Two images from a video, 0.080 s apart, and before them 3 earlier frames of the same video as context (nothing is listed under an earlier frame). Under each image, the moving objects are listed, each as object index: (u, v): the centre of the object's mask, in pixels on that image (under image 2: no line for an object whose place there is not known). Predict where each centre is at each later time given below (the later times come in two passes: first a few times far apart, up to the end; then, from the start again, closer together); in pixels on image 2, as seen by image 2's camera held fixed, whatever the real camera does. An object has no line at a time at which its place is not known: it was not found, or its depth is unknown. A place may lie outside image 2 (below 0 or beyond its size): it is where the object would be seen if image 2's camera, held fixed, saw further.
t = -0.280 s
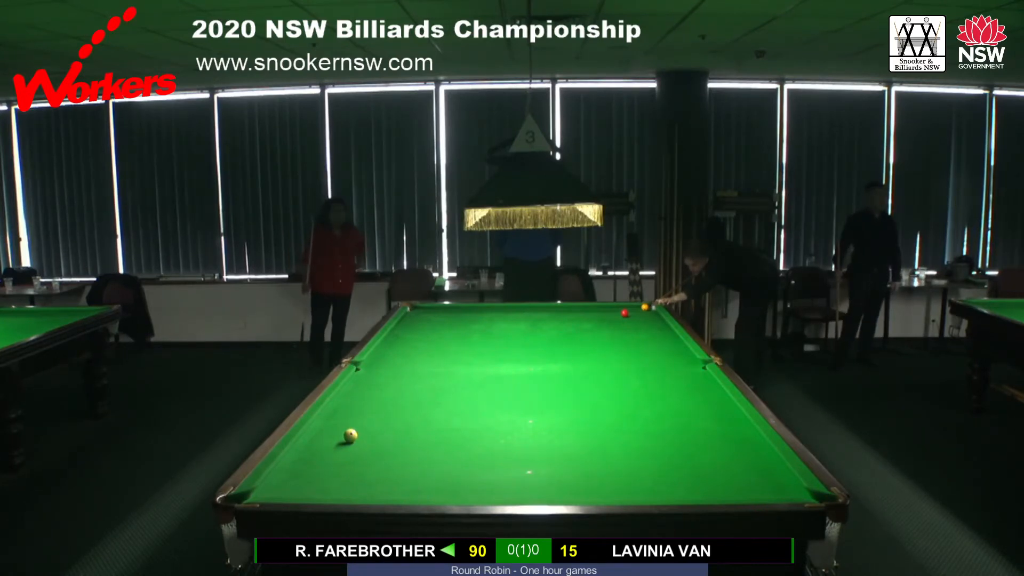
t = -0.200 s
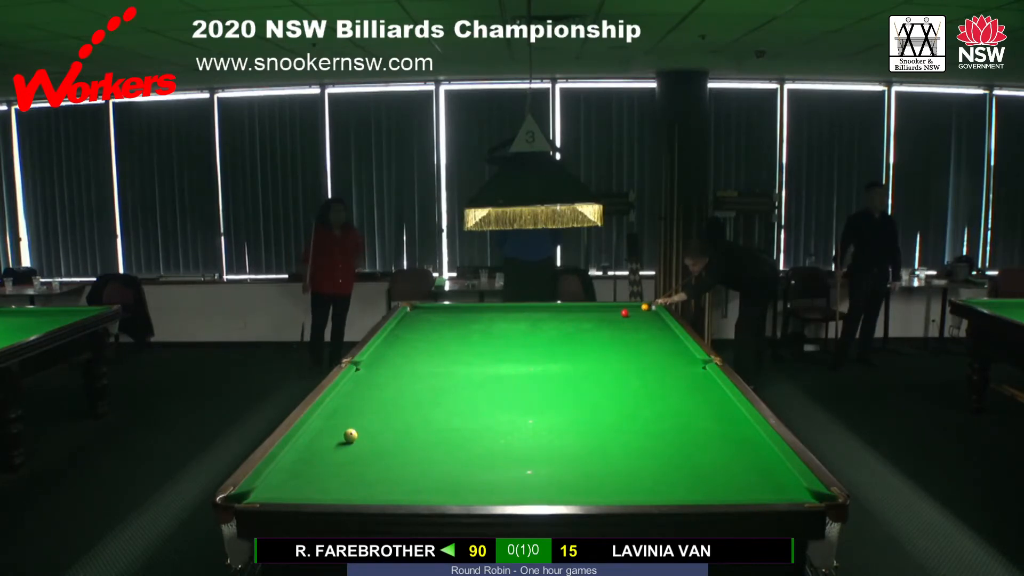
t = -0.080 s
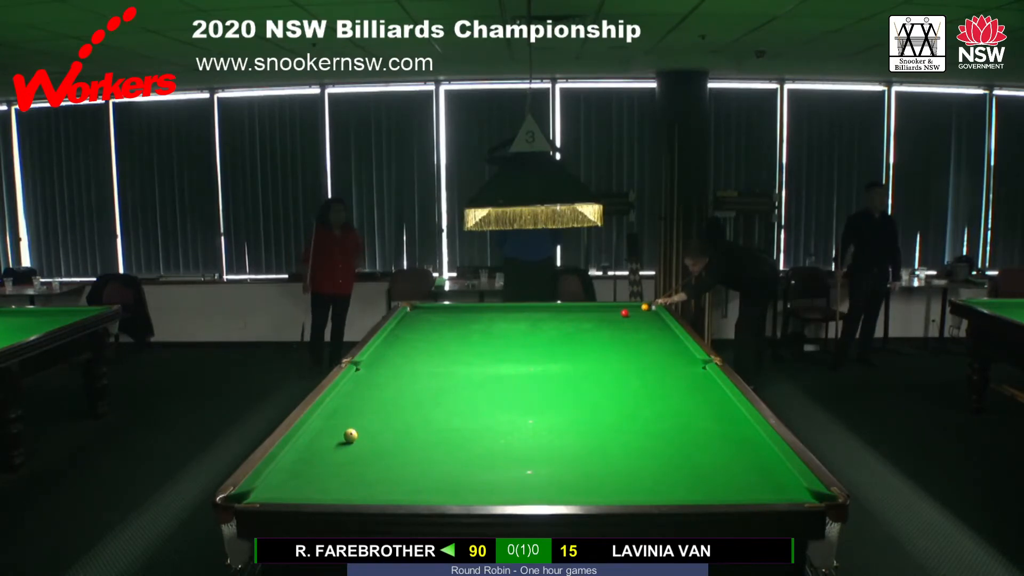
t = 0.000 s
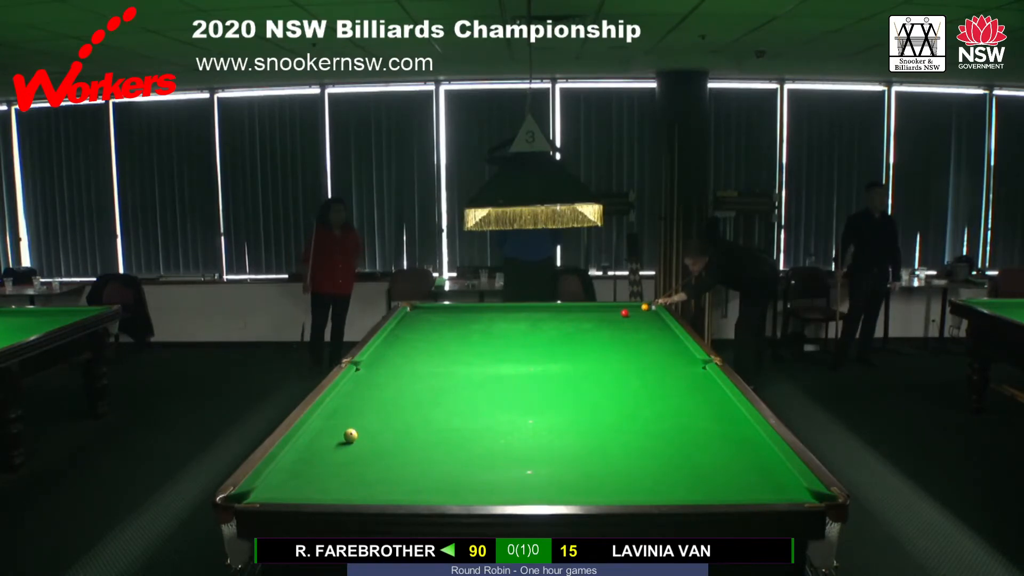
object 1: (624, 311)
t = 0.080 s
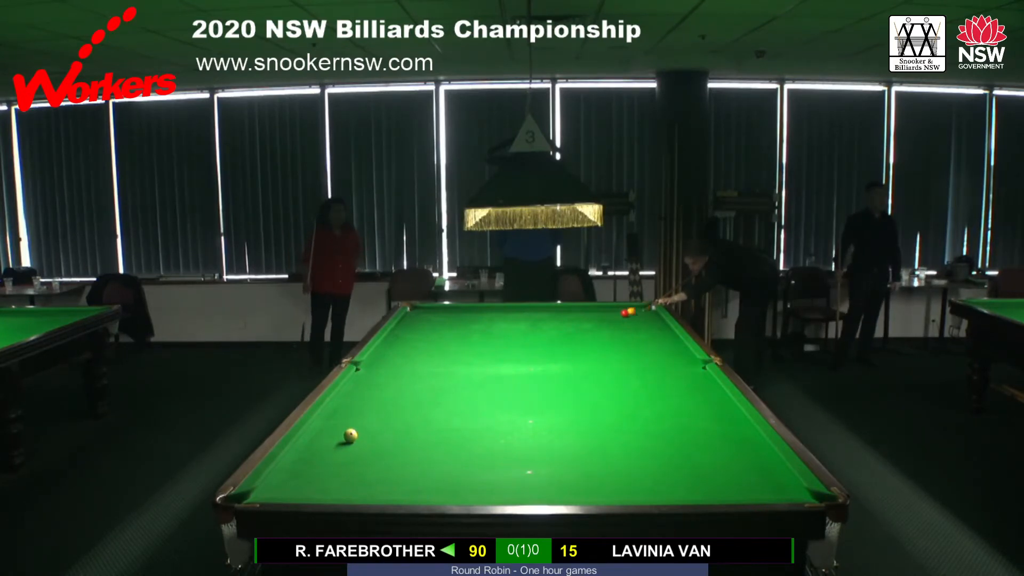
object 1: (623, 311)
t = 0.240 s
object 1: (595, 320)
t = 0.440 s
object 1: (558, 331)
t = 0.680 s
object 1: (509, 345)
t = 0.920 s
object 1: (453, 361)
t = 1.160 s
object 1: (389, 379)
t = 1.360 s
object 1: (349, 395)
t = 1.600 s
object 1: (375, 411)
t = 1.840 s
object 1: (403, 431)
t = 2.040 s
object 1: (429, 448)
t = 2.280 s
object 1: (465, 473)
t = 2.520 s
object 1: (507, 495)
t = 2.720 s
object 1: (545, 483)
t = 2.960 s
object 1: (585, 464)
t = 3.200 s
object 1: (619, 448)
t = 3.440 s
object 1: (649, 434)
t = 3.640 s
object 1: (671, 423)
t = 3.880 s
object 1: (695, 412)
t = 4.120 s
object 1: (716, 402)
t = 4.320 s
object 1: (716, 395)
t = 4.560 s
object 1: (695, 389)
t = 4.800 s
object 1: (674, 383)
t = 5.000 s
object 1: (659, 379)
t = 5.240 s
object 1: (643, 375)
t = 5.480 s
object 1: (628, 370)
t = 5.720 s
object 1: (615, 366)
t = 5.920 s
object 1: (605, 364)
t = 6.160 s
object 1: (594, 360)
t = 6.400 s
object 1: (584, 358)
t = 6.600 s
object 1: (577, 355)
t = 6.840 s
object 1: (569, 353)
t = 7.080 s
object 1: (562, 351)
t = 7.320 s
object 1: (556, 349)
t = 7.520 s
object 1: (551, 348)
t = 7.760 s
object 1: (547, 347)
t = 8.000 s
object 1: (542, 345)
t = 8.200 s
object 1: (539, 344)
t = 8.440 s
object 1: (536, 343)
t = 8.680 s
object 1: (534, 342)
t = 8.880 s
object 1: (532, 342)
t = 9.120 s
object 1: (531, 342)
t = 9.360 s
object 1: (530, 342)
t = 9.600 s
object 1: (530, 342)
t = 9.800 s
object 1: (530, 342)
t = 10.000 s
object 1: (530, 342)
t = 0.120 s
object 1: (618, 312)
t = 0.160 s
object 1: (612, 314)
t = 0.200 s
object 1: (602, 317)
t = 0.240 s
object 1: (595, 320)
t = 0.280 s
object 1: (588, 323)
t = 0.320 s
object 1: (580, 325)
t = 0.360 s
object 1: (573, 327)
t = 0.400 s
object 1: (566, 329)
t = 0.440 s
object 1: (558, 331)
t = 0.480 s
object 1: (550, 333)
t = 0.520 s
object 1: (543, 336)
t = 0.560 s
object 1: (535, 338)
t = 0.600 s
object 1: (526, 340)
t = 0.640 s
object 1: (518, 343)
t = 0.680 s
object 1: (509, 345)
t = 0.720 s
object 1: (501, 348)
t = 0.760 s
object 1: (492, 350)
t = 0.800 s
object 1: (482, 353)
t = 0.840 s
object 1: (473, 356)
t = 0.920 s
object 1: (453, 361)
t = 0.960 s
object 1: (443, 364)
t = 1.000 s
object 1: (433, 367)
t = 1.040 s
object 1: (422, 370)
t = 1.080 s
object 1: (411, 373)
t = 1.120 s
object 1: (400, 376)
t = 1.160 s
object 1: (389, 379)
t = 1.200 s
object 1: (377, 383)
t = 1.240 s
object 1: (365, 386)
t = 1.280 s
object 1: (352, 389)
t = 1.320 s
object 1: (343, 393)
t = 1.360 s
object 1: (349, 395)
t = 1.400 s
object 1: (354, 398)
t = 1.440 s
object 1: (358, 400)
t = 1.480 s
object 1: (362, 403)
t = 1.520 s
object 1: (367, 406)
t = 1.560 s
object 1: (371, 409)
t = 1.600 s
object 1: (375, 411)
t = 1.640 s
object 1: (380, 414)
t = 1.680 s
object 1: (384, 417)
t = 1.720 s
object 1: (389, 421)
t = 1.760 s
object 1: (393, 424)
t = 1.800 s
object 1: (398, 427)
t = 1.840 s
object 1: (403, 431)
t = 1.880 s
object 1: (408, 434)
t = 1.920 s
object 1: (413, 437)
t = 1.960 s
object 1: (418, 441)
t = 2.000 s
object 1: (423, 445)
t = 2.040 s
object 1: (429, 448)
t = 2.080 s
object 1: (435, 452)
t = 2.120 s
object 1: (440, 456)
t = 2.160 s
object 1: (446, 460)
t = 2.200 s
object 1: (453, 464)
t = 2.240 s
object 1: (459, 468)
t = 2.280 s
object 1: (465, 473)
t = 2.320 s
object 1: (472, 477)
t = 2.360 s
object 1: (478, 482)
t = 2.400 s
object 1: (485, 486)
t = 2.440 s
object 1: (492, 490)
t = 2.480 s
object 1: (500, 493)
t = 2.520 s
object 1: (507, 495)
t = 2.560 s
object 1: (515, 493)
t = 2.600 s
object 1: (523, 491)
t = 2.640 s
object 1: (531, 489)
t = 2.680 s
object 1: (538, 486)
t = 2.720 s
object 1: (545, 483)
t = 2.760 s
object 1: (553, 479)
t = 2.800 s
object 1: (559, 476)
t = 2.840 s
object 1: (566, 473)
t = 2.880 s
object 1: (572, 470)
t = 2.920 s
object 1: (579, 467)
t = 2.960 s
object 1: (585, 464)
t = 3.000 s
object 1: (591, 461)
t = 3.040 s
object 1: (597, 458)
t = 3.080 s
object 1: (603, 456)
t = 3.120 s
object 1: (608, 453)
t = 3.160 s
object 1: (614, 451)
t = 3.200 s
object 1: (619, 448)
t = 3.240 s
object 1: (624, 446)
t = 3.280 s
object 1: (629, 443)
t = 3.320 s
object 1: (635, 441)
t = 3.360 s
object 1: (639, 438)
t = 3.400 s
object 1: (644, 436)
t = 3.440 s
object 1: (649, 434)
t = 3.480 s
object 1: (653, 432)
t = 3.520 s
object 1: (658, 429)
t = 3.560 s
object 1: (662, 427)
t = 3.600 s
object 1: (667, 425)
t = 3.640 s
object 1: (671, 423)
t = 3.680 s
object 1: (675, 421)
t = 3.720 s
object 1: (679, 419)
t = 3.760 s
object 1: (683, 417)
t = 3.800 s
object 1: (687, 416)
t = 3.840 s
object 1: (691, 414)
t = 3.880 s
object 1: (695, 412)
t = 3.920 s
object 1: (698, 410)
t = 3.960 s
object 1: (702, 409)
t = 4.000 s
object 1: (706, 407)
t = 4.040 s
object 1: (709, 405)
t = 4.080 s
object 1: (713, 404)
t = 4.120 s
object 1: (716, 402)
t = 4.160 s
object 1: (719, 400)
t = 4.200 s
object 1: (722, 399)
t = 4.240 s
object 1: (725, 398)
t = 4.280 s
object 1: (721, 397)
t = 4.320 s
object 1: (716, 395)
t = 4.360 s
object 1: (713, 394)
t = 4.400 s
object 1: (709, 393)
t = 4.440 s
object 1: (705, 392)
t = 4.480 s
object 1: (702, 391)
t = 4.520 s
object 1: (698, 390)
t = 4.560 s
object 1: (695, 389)
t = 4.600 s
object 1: (691, 388)
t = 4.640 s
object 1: (687, 387)
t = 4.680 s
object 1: (684, 386)
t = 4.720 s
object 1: (681, 385)
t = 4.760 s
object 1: (678, 384)
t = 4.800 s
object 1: (674, 383)
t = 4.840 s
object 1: (671, 382)
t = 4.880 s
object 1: (668, 382)
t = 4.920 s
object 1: (665, 381)
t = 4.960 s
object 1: (662, 380)
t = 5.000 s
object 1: (659, 379)
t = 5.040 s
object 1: (656, 378)
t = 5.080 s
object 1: (654, 378)
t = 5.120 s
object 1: (651, 377)
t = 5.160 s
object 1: (648, 376)
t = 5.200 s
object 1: (645, 375)
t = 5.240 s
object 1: (643, 375)
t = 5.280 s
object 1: (641, 374)
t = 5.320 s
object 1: (638, 373)
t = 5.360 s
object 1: (635, 372)
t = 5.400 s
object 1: (633, 372)
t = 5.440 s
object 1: (631, 371)
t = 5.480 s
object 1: (628, 370)
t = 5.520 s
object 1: (626, 370)
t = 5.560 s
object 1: (624, 369)
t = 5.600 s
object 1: (621, 369)
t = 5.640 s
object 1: (619, 368)
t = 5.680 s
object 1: (617, 367)
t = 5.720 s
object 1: (615, 366)
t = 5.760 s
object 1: (613, 366)
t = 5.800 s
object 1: (611, 365)
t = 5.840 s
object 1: (609, 365)
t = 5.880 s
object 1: (607, 364)
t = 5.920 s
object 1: (605, 364)
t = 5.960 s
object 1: (603, 363)
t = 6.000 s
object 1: (601, 363)
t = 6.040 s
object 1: (599, 362)
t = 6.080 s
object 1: (597, 361)
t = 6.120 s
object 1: (596, 361)
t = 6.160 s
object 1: (594, 360)
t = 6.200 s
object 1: (592, 360)
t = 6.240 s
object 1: (591, 360)
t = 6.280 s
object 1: (589, 359)
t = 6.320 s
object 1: (588, 359)
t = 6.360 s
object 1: (586, 358)
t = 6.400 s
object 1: (584, 358)
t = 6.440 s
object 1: (583, 357)
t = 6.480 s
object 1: (582, 357)
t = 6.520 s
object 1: (580, 356)
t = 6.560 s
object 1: (579, 356)
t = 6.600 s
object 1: (577, 355)
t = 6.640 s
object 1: (576, 355)
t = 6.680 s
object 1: (574, 354)
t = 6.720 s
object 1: (573, 354)
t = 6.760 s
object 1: (572, 354)
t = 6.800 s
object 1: (570, 354)
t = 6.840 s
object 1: (569, 353)
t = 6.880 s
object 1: (568, 353)
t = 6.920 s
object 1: (567, 352)
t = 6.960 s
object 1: (566, 352)
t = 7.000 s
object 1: (565, 352)
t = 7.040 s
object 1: (563, 352)
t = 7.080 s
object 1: (562, 351)
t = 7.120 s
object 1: (561, 351)
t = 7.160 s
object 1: (560, 350)
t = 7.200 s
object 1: (559, 350)
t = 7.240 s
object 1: (558, 350)
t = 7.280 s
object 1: (557, 349)
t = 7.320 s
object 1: (556, 349)
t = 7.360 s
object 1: (555, 349)
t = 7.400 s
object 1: (554, 348)
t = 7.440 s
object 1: (553, 348)
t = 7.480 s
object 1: (552, 348)
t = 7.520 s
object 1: (551, 348)
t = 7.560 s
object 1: (550, 347)
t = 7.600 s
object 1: (550, 347)
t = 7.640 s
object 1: (549, 347)
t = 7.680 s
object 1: (548, 347)
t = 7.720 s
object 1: (547, 347)
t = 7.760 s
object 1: (547, 347)
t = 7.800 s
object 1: (546, 346)
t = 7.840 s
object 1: (545, 346)
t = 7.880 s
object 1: (544, 346)
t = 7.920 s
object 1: (544, 346)
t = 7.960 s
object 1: (543, 345)
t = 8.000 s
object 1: (542, 345)
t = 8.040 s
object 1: (542, 345)
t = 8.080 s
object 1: (541, 345)
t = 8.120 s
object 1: (540, 345)
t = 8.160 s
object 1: (540, 344)
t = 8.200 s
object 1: (539, 344)
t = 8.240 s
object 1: (539, 344)
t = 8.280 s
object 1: (538, 344)
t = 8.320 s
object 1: (538, 344)
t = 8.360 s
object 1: (537, 343)
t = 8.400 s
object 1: (537, 343)
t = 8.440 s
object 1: (536, 343)
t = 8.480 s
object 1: (536, 343)
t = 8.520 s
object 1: (535, 343)
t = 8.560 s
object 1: (535, 343)
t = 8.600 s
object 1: (535, 343)
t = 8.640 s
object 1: (534, 342)
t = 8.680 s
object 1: (534, 342)
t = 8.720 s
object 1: (534, 342)
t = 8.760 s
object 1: (533, 342)
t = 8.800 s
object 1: (533, 342)
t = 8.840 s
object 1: (532, 342)
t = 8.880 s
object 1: (532, 342)
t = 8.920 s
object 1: (532, 342)
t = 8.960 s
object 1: (532, 342)
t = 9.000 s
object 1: (531, 342)
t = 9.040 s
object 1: (531, 342)
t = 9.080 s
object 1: (531, 342)
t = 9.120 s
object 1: (531, 342)
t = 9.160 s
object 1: (531, 342)
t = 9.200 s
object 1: (530, 342)
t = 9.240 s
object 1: (530, 342)
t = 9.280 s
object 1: (530, 342)
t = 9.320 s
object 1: (530, 342)
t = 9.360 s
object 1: (530, 342)
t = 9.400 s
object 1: (530, 342)
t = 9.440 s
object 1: (530, 342)
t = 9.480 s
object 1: (530, 342)
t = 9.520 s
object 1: (530, 342)
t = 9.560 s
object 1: (530, 342)
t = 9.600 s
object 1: (530, 342)
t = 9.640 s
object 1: (530, 342)
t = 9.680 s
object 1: (530, 342)
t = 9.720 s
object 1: (530, 342)
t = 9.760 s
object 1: (530, 342)
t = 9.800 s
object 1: (530, 342)
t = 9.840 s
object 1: (530, 342)
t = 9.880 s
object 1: (530, 342)
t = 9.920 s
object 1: (530, 342)
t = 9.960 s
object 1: (530, 342)
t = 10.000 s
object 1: (530, 342)
